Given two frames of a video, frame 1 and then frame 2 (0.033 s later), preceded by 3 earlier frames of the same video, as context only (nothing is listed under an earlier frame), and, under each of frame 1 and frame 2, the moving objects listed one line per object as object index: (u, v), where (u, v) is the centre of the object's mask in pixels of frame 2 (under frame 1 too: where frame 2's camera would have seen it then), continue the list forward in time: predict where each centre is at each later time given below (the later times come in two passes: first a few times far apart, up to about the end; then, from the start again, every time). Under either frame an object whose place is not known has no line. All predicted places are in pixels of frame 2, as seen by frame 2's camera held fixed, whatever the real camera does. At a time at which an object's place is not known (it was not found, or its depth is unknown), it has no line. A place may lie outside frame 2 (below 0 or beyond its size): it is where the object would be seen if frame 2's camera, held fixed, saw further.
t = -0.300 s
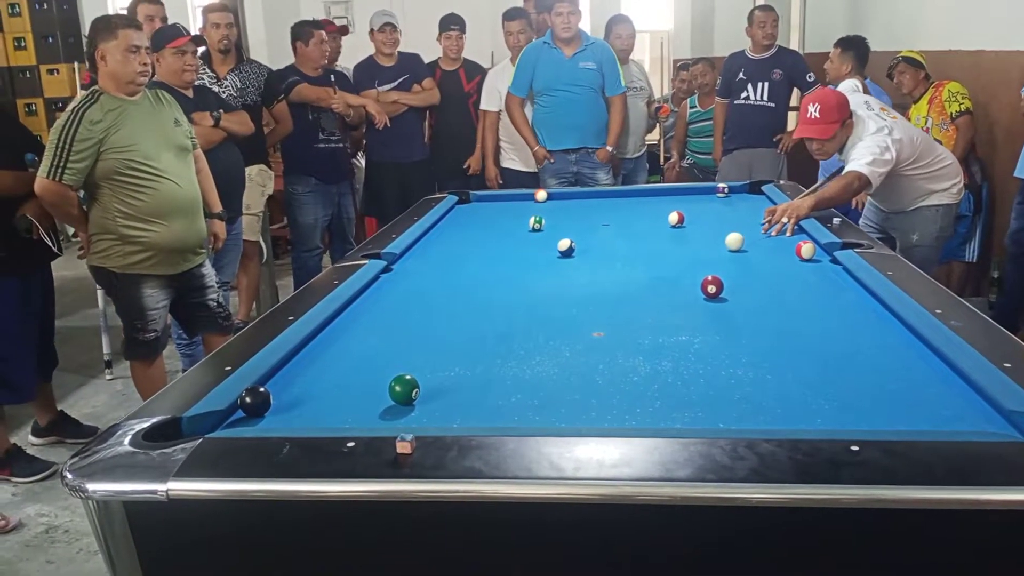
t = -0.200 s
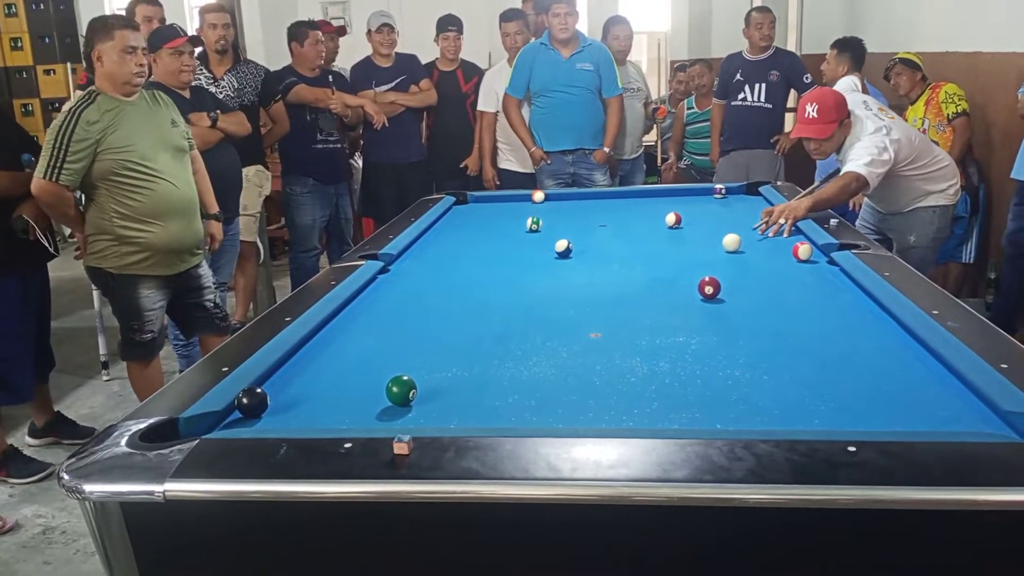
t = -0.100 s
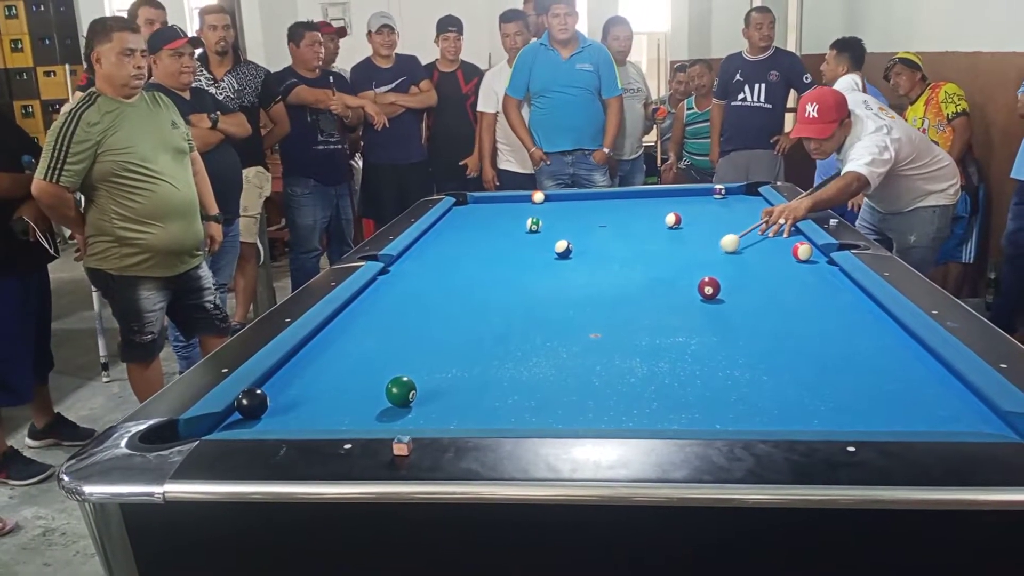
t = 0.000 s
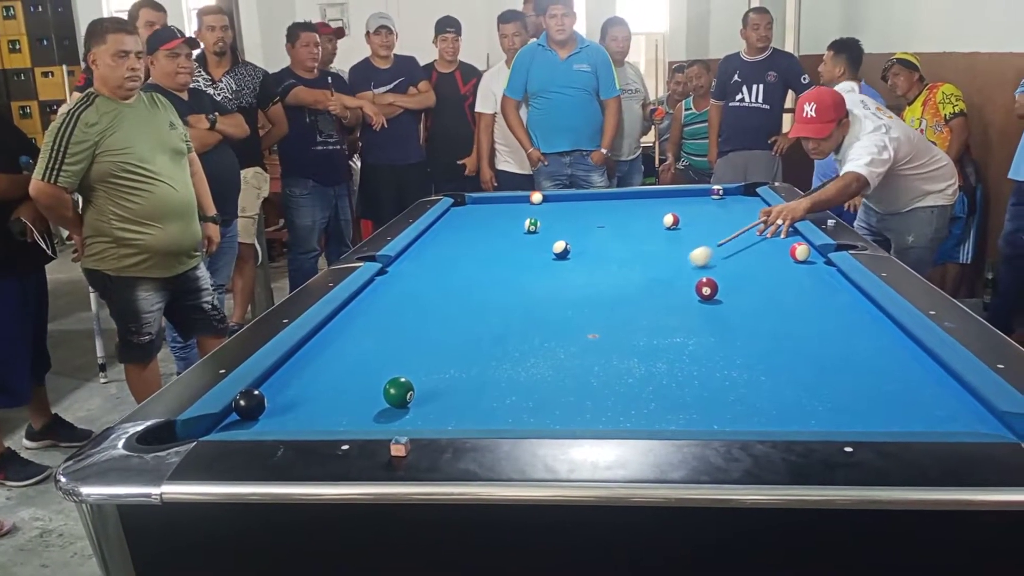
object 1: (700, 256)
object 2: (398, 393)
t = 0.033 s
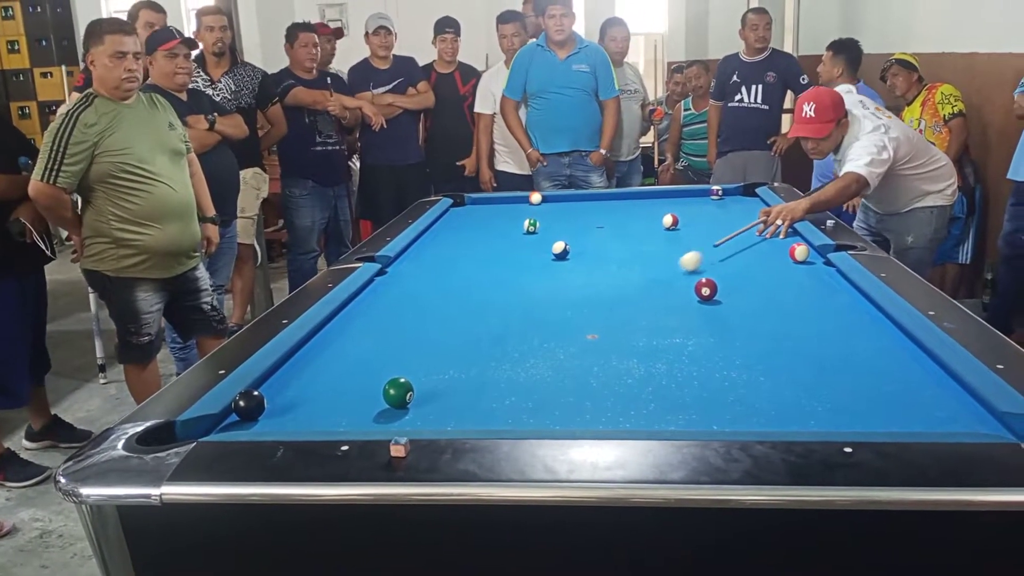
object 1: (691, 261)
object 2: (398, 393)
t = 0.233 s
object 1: (632, 289)
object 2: (398, 393)
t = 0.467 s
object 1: (545, 331)
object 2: (398, 393)
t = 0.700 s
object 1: (431, 386)
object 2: (397, 393)
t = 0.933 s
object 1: (430, 420)
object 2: (265, 415)
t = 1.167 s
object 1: (457, 393)
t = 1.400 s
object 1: (479, 367)
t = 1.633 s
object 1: (496, 345)
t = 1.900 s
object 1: (513, 325)
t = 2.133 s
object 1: (524, 310)
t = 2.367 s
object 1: (534, 297)
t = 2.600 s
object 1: (543, 286)
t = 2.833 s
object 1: (550, 276)
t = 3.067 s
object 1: (556, 268)
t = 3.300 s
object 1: (561, 261)
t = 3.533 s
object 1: (566, 254)
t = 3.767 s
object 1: (574, 251)
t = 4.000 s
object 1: (581, 250)
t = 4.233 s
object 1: (587, 248)
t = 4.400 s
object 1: (591, 247)
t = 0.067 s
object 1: (682, 265)
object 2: (398, 393)
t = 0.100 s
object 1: (672, 270)
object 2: (398, 393)
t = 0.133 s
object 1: (663, 274)
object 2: (398, 393)
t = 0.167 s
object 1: (653, 279)
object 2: (398, 393)
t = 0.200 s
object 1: (643, 284)
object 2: (398, 393)
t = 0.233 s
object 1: (632, 289)
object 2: (398, 393)
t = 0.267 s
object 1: (621, 294)
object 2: (398, 393)
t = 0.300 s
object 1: (610, 300)
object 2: (398, 393)
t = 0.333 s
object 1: (598, 306)
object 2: (398, 393)
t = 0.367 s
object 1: (585, 312)
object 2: (398, 393)
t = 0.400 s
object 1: (572, 318)
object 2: (398, 393)
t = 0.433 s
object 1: (559, 324)
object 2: (398, 393)
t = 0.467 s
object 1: (545, 331)
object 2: (398, 393)
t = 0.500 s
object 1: (530, 338)
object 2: (398, 393)
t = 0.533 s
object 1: (515, 345)
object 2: (398, 393)
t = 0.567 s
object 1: (499, 353)
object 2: (398, 393)
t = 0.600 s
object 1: (483, 361)
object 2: (398, 393)
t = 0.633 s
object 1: (465, 369)
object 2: (398, 393)
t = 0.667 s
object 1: (447, 378)
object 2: (398, 393)
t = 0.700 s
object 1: (431, 386)
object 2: (397, 393)
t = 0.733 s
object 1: (431, 393)
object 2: (377, 395)
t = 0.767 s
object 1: (433, 399)
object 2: (355, 399)
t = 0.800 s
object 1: (432, 405)
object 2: (335, 403)
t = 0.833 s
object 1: (431, 412)
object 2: (317, 406)
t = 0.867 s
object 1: (429, 417)
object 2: (300, 410)
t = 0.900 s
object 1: (427, 421)
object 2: (283, 414)
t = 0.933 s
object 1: (430, 420)
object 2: (265, 415)
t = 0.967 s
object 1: (434, 417)
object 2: (248, 416)
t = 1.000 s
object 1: (438, 414)
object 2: (233, 420)
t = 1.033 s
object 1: (442, 410)
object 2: (212, 423)
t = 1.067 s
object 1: (446, 406)
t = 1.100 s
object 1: (450, 401)
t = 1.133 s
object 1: (453, 397)
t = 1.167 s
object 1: (457, 393)
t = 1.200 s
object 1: (460, 389)
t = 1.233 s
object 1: (463, 385)
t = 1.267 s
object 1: (467, 381)
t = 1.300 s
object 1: (470, 378)
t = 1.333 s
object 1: (473, 374)
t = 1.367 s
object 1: (476, 370)
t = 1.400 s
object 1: (479, 367)
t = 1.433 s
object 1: (481, 364)
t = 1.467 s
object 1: (484, 360)
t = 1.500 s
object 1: (487, 357)
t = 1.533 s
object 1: (489, 354)
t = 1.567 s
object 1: (491, 351)
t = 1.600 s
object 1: (494, 348)
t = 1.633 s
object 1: (496, 345)
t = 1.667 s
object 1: (499, 343)
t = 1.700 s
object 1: (501, 340)
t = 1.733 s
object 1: (503, 337)
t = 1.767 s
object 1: (505, 335)
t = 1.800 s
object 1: (507, 332)
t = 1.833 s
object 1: (509, 330)
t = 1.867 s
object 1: (511, 327)
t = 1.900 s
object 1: (513, 325)
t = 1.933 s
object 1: (514, 323)
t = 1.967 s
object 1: (516, 320)
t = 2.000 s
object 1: (518, 318)
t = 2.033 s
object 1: (519, 316)
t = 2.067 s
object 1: (521, 314)
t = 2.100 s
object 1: (523, 312)
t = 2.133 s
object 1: (524, 310)
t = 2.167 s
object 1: (526, 308)
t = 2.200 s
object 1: (528, 306)
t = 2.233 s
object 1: (529, 304)
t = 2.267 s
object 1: (531, 303)
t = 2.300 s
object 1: (532, 301)
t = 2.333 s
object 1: (533, 299)
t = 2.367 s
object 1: (534, 297)
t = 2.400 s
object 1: (536, 296)
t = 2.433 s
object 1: (537, 294)
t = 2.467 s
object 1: (538, 292)
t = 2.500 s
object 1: (539, 290)
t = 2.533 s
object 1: (540, 289)
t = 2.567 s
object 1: (541, 287)
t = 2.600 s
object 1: (543, 286)
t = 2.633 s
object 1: (543, 285)
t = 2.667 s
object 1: (545, 283)
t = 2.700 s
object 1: (546, 282)
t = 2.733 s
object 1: (547, 280)
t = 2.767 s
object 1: (548, 279)
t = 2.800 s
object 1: (549, 278)
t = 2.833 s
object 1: (550, 276)
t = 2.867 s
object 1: (551, 275)
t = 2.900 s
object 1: (552, 274)
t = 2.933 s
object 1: (552, 272)
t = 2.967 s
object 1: (553, 271)
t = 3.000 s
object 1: (554, 270)
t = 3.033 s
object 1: (555, 269)
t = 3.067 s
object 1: (556, 268)
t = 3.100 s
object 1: (557, 267)
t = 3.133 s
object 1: (557, 266)
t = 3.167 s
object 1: (558, 265)
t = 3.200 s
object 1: (559, 264)
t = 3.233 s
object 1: (560, 263)
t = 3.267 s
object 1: (560, 262)
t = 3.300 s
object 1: (561, 261)
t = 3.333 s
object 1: (562, 260)
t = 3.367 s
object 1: (562, 259)
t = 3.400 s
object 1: (563, 258)
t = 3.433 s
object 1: (564, 257)
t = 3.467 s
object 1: (564, 256)
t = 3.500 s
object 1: (565, 255)
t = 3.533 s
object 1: (566, 254)
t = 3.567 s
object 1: (567, 253)
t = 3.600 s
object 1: (568, 253)
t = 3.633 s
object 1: (569, 252)
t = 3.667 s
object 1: (570, 252)
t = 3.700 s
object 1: (571, 252)
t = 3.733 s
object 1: (573, 251)
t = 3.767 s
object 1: (574, 251)
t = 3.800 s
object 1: (575, 251)
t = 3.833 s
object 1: (576, 251)
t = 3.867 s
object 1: (577, 250)
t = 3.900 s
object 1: (578, 250)
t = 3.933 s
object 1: (579, 250)
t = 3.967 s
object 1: (580, 250)
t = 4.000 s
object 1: (581, 250)
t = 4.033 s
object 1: (582, 249)
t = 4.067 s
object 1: (583, 249)
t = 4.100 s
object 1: (584, 249)
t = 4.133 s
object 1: (585, 249)
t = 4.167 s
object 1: (586, 249)
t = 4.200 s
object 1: (587, 248)
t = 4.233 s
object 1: (587, 248)
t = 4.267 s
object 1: (588, 248)
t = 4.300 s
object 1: (589, 248)
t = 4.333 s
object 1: (590, 248)
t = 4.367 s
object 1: (590, 248)
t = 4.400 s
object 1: (591, 247)
